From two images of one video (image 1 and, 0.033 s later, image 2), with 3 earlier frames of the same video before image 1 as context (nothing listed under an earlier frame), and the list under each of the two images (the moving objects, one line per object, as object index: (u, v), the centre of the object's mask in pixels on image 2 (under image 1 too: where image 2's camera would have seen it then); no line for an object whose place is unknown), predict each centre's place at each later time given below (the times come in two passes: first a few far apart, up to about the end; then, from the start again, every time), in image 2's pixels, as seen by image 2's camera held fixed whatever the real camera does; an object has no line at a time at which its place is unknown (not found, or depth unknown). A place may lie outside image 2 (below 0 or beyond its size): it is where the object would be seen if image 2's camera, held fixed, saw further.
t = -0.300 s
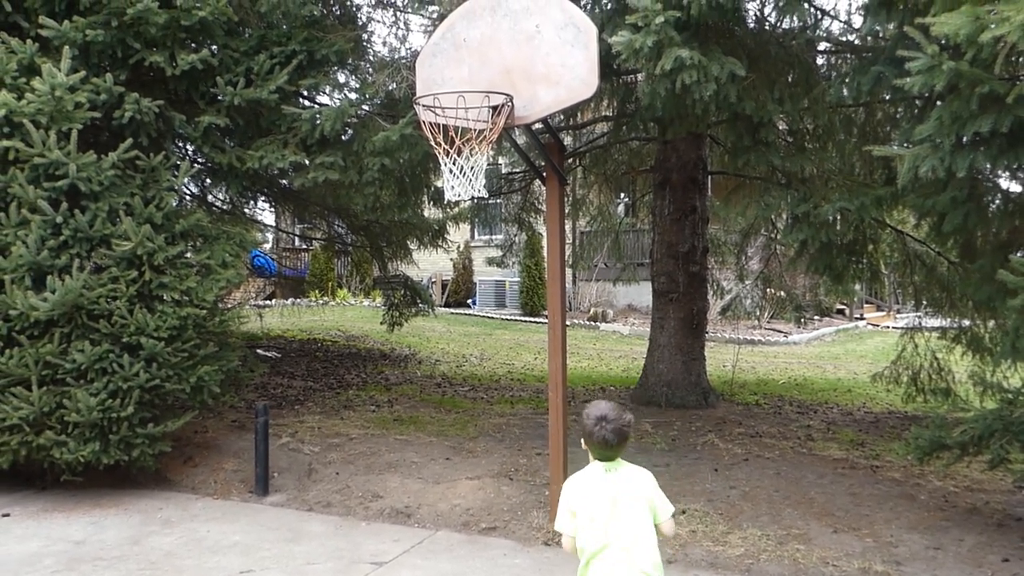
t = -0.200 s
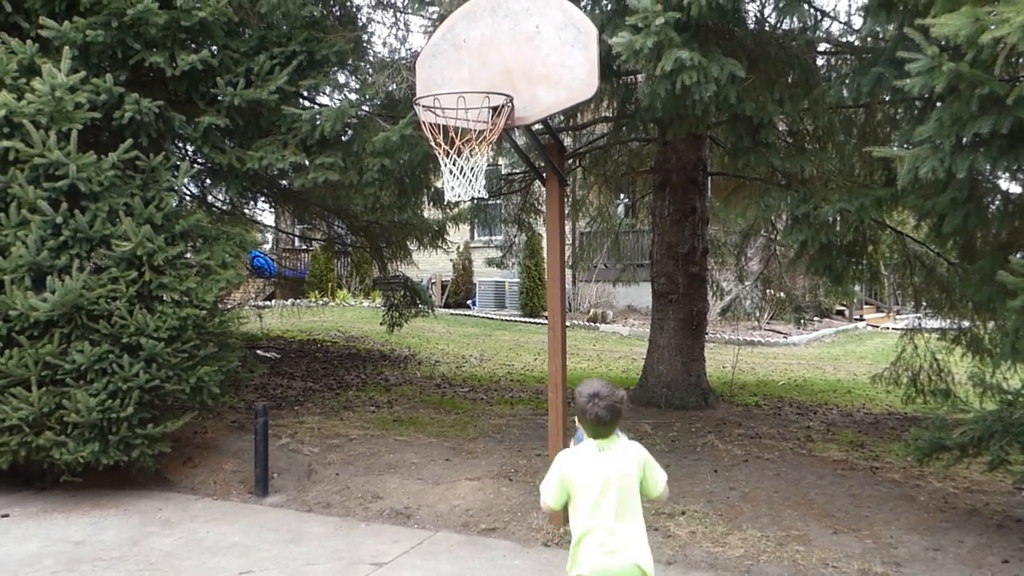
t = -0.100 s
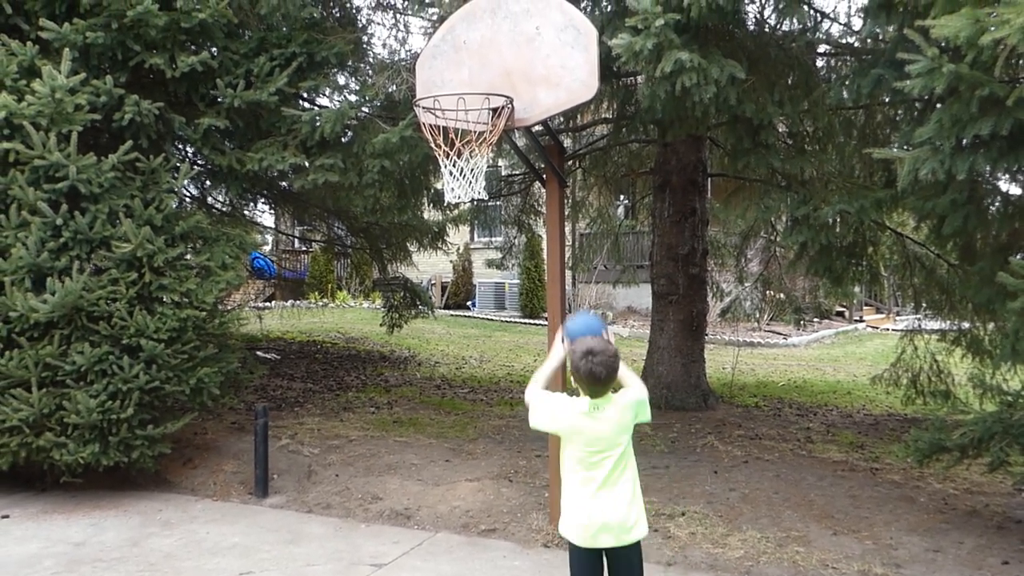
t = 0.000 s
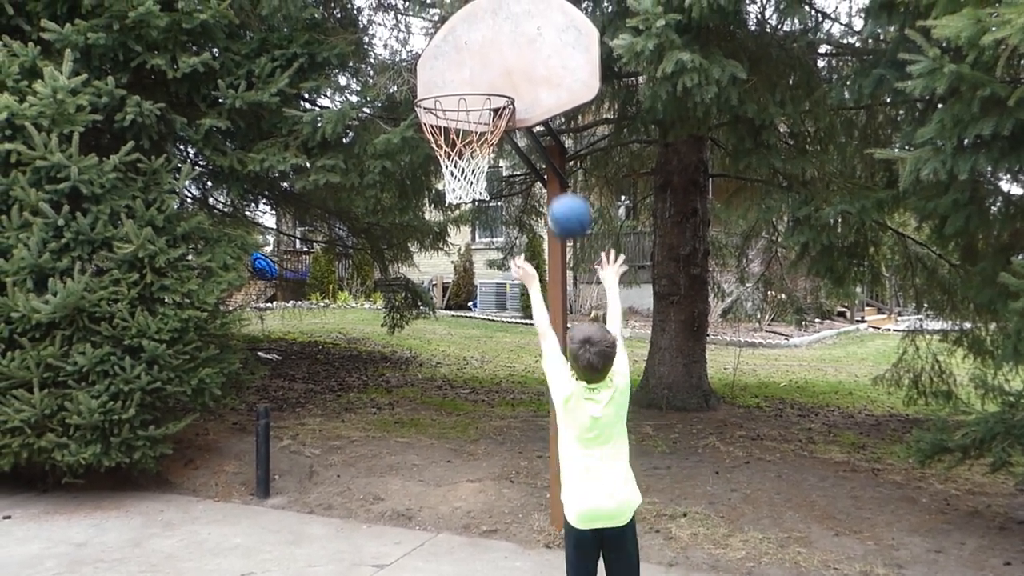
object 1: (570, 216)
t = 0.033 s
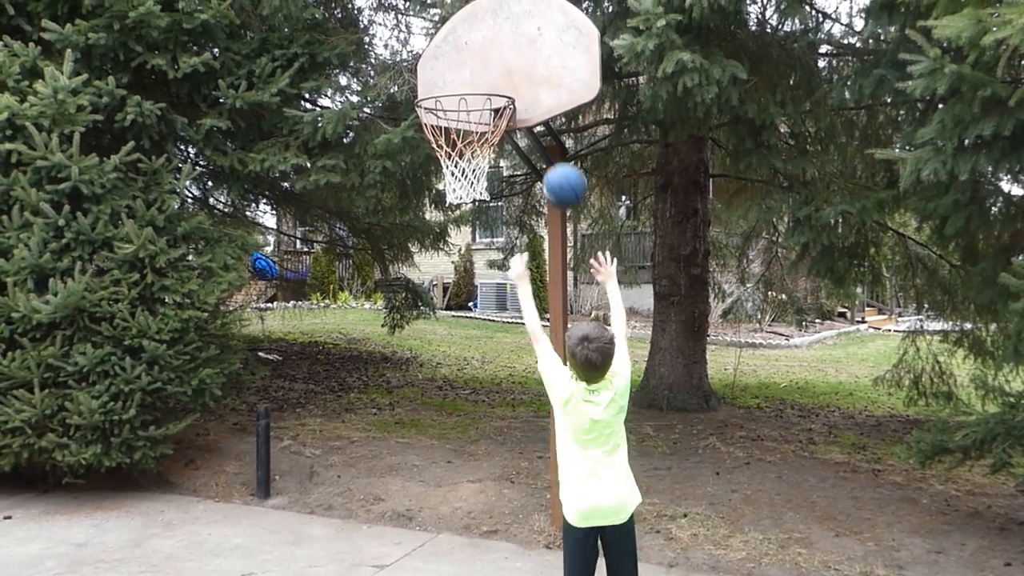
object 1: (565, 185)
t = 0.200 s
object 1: (540, 82)
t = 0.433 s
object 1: (512, 58)
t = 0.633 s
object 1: (472, 92)
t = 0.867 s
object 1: (441, 136)
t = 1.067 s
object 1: (475, 170)
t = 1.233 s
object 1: (497, 227)
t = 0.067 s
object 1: (559, 158)
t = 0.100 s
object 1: (554, 135)
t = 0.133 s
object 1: (550, 115)
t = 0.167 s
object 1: (545, 96)
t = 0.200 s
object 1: (540, 82)
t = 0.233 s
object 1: (536, 71)
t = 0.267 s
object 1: (531, 63)
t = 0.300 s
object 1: (527, 57)
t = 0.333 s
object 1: (523, 54)
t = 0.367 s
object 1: (520, 53)
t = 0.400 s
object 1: (516, 54)
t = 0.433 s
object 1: (512, 58)
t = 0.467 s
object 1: (509, 63)
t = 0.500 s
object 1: (506, 71)
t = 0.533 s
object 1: (498, 76)
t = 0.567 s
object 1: (490, 80)
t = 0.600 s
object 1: (481, 90)
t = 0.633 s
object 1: (472, 92)
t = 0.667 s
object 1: (464, 94)
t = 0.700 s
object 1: (455, 98)
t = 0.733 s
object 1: (446, 104)
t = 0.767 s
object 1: (437, 113)
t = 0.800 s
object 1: (434, 119)
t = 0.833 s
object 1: (436, 127)
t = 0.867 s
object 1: (441, 136)
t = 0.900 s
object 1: (444, 145)
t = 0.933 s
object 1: (450, 152)
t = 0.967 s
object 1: (456, 157)
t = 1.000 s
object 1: (461, 163)
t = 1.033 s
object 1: (469, 166)
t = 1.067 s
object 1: (475, 170)
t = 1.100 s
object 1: (481, 179)
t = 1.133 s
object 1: (485, 188)
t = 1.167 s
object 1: (489, 199)
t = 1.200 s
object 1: (493, 212)
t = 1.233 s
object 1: (497, 227)
